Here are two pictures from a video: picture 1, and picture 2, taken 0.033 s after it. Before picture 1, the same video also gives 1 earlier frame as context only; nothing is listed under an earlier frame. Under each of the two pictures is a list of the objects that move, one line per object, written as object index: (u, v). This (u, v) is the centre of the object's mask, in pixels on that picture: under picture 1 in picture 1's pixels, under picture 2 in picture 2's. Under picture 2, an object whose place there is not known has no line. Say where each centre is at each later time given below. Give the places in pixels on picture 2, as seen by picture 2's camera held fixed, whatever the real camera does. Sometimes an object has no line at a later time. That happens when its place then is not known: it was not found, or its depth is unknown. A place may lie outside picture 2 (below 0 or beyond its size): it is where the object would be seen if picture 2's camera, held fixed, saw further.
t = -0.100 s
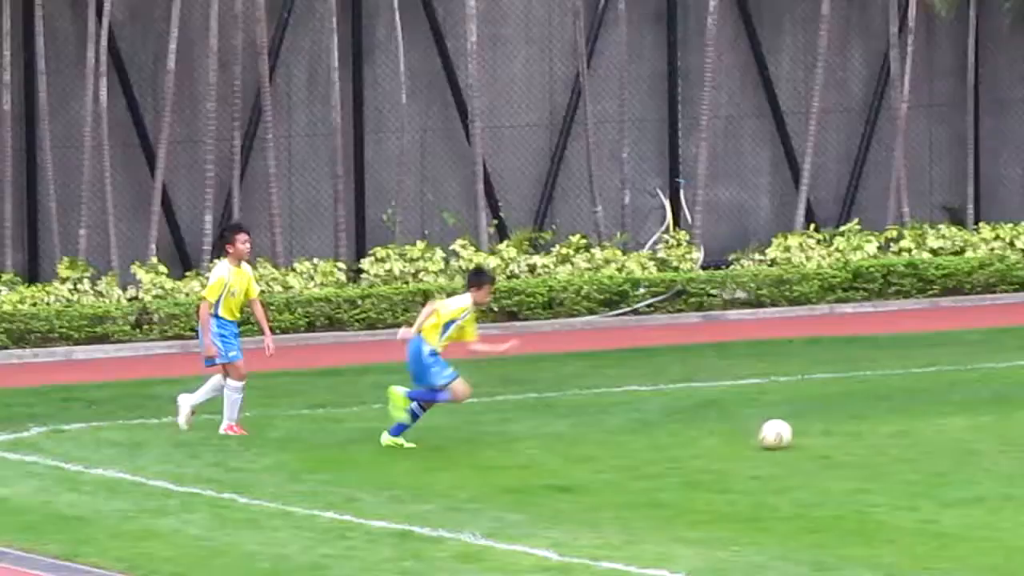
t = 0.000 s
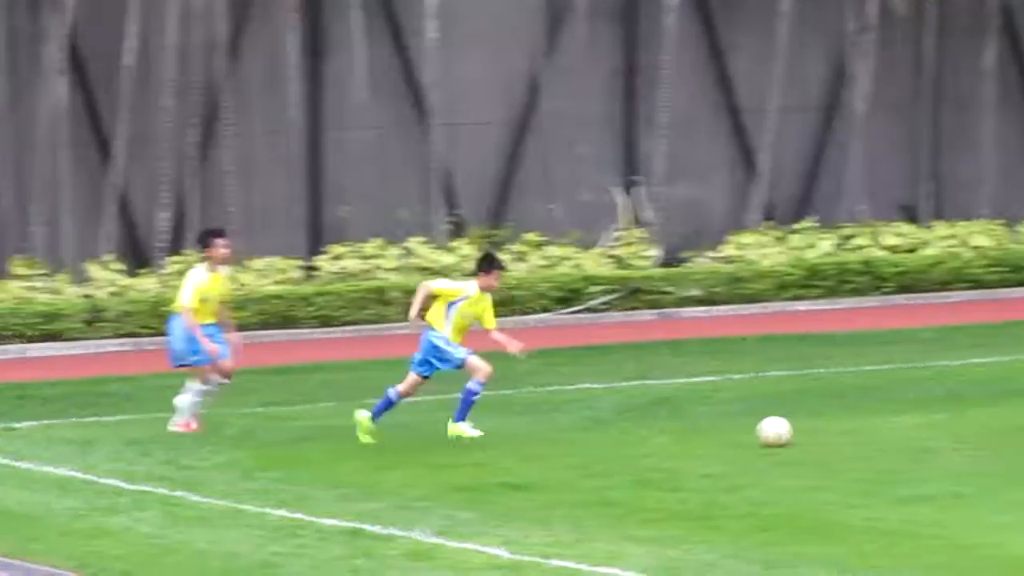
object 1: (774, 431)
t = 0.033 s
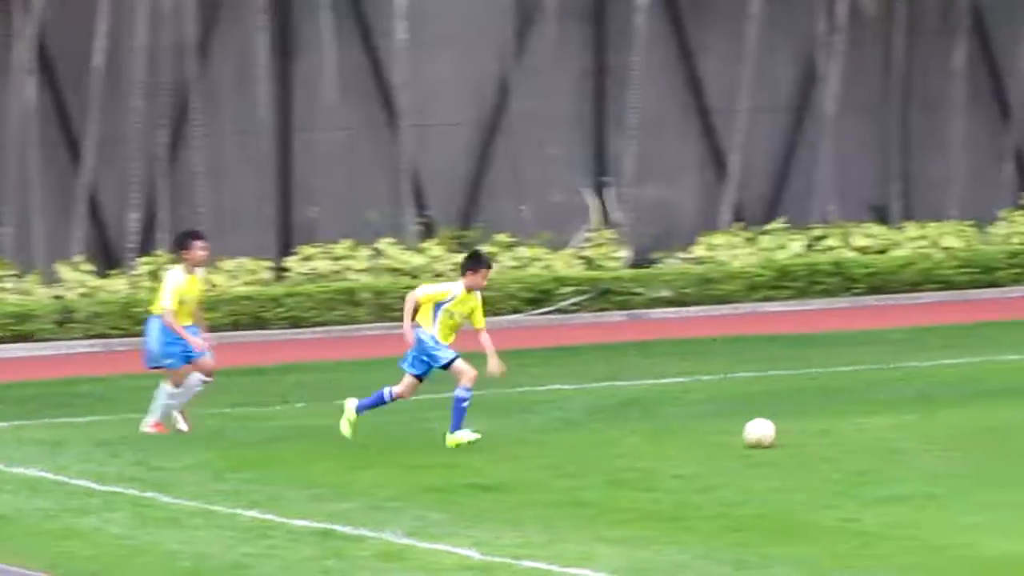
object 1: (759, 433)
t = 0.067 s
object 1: (776, 432)
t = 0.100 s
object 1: (790, 431)
